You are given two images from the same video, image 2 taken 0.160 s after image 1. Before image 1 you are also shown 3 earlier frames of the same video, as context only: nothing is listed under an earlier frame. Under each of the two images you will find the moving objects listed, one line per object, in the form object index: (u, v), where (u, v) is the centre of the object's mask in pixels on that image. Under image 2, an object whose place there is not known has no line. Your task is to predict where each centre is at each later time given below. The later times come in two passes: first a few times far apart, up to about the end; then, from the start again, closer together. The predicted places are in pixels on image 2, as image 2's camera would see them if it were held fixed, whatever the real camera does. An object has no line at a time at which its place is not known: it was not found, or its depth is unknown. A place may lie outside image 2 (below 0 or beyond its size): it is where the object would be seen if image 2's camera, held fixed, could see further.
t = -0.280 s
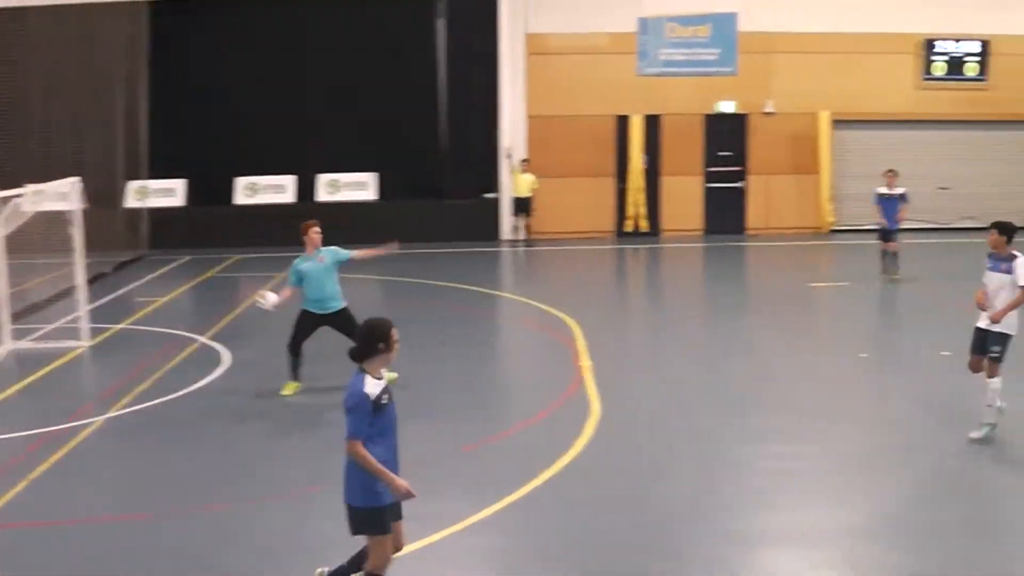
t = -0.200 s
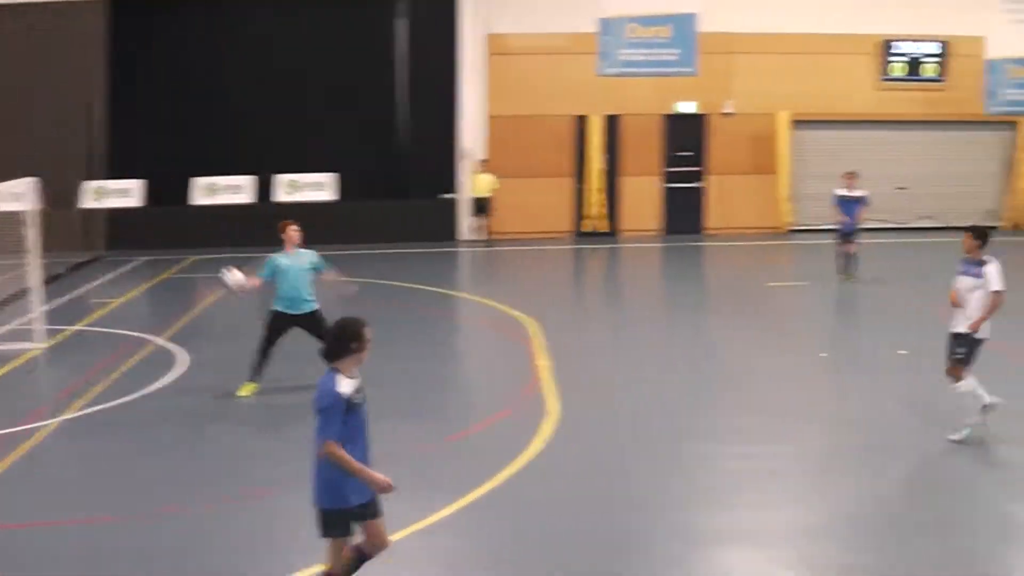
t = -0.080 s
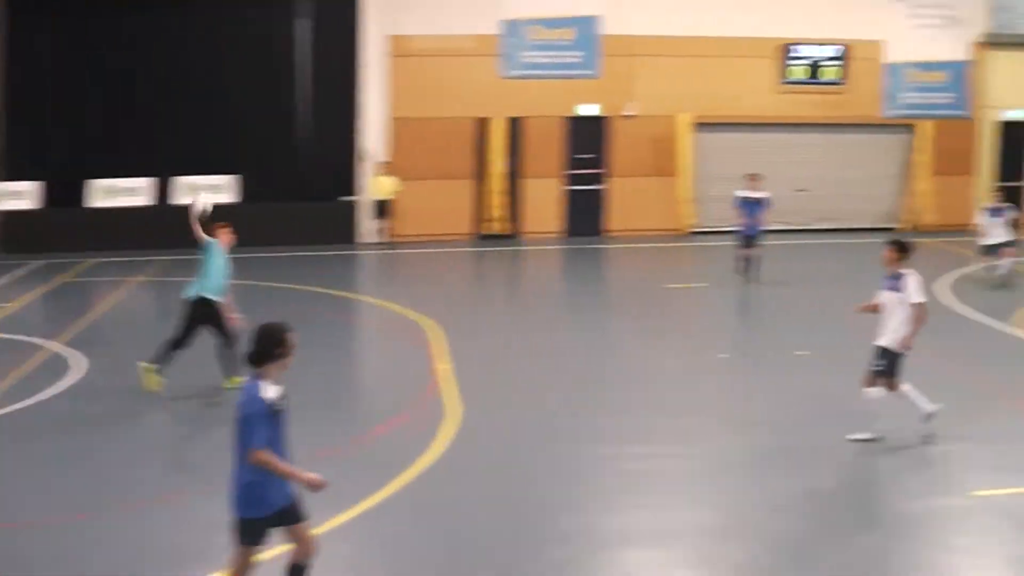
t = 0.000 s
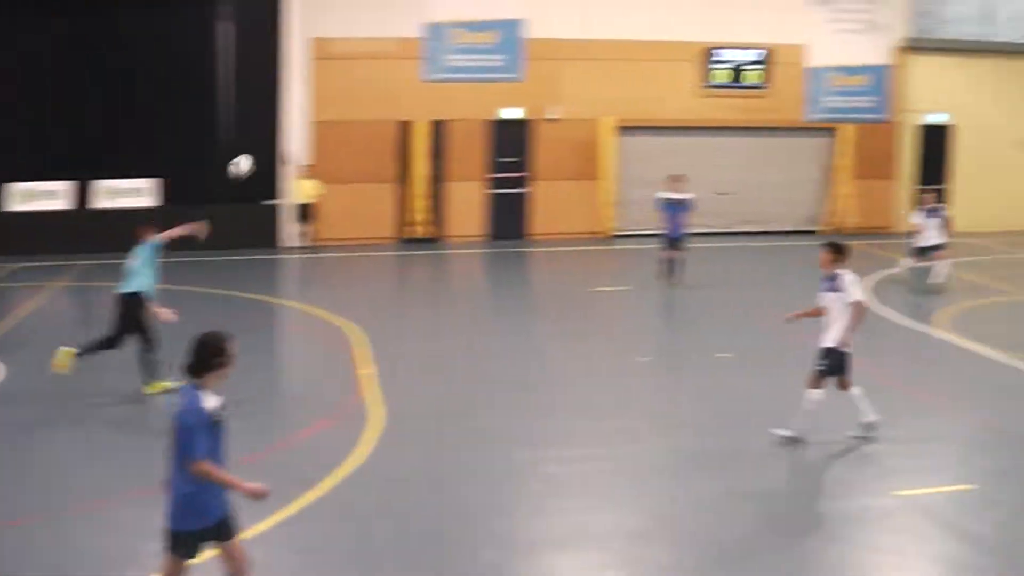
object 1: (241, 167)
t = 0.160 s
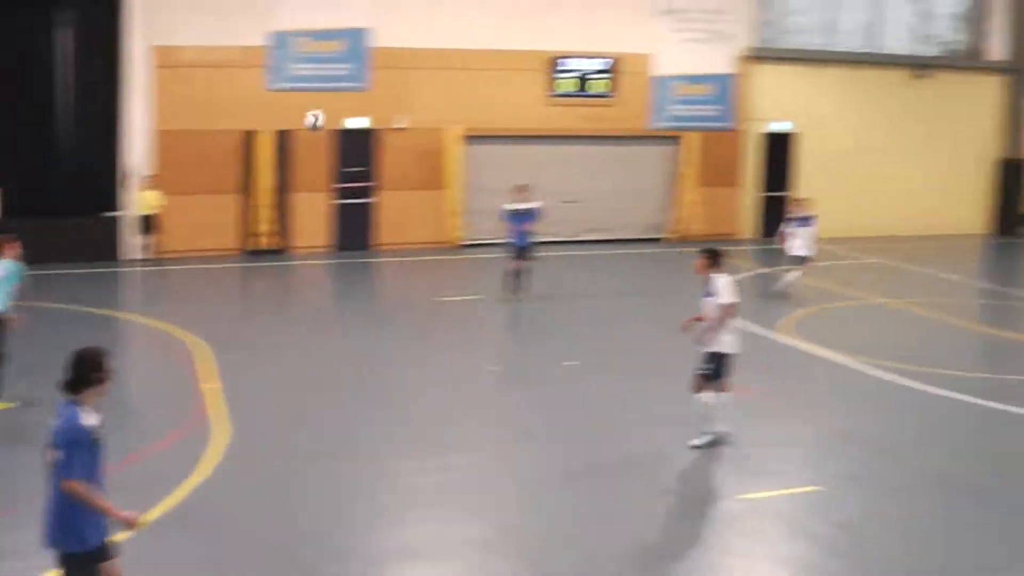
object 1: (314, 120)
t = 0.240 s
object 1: (419, 104)
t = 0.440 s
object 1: (636, 89)
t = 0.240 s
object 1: (419, 104)
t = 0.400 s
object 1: (598, 89)
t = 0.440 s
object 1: (636, 89)
